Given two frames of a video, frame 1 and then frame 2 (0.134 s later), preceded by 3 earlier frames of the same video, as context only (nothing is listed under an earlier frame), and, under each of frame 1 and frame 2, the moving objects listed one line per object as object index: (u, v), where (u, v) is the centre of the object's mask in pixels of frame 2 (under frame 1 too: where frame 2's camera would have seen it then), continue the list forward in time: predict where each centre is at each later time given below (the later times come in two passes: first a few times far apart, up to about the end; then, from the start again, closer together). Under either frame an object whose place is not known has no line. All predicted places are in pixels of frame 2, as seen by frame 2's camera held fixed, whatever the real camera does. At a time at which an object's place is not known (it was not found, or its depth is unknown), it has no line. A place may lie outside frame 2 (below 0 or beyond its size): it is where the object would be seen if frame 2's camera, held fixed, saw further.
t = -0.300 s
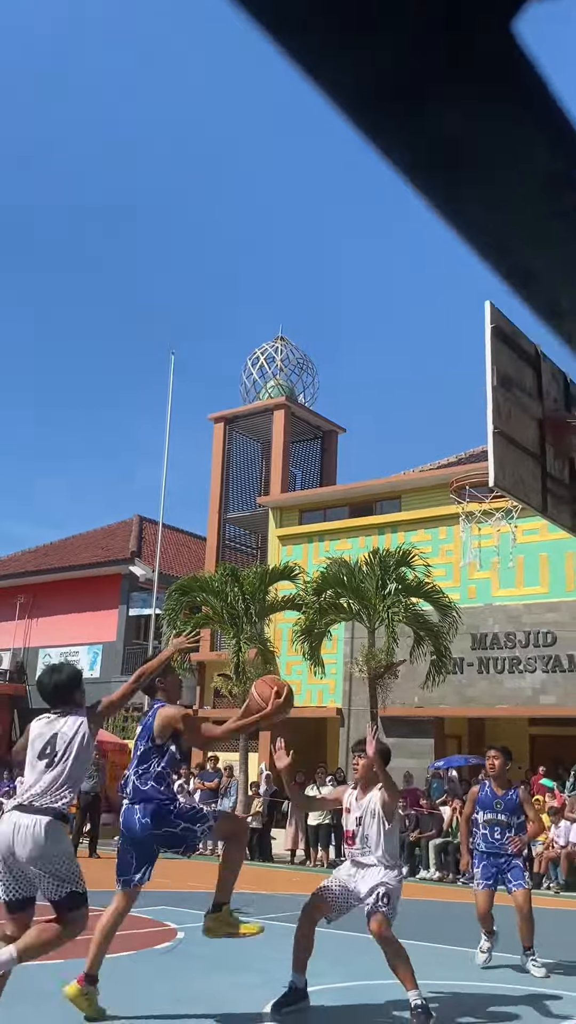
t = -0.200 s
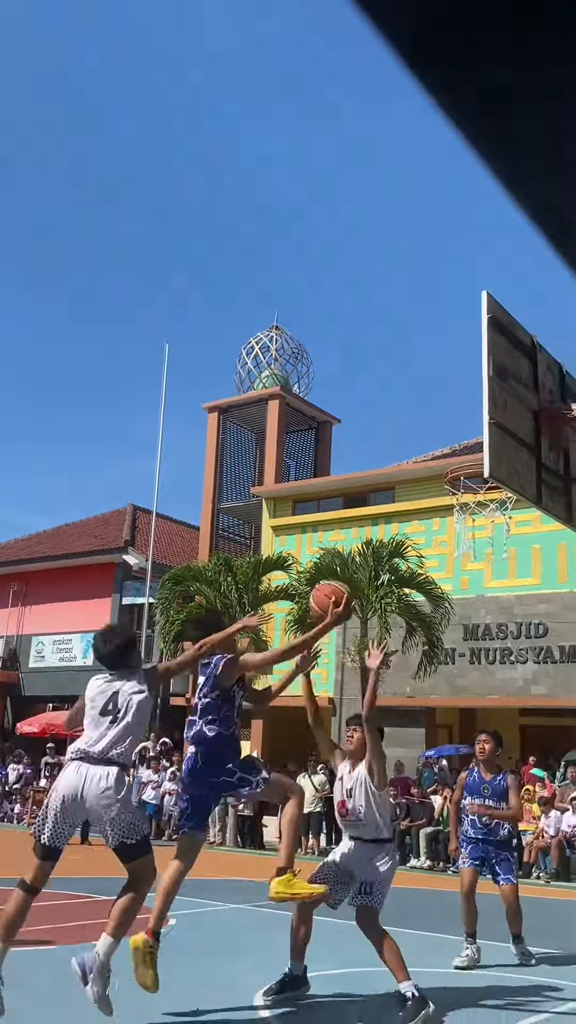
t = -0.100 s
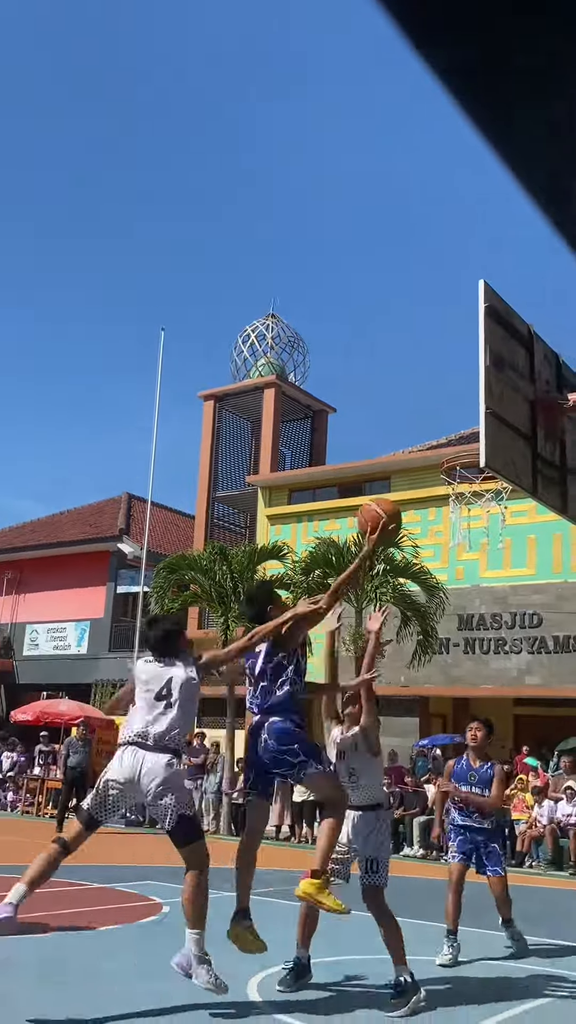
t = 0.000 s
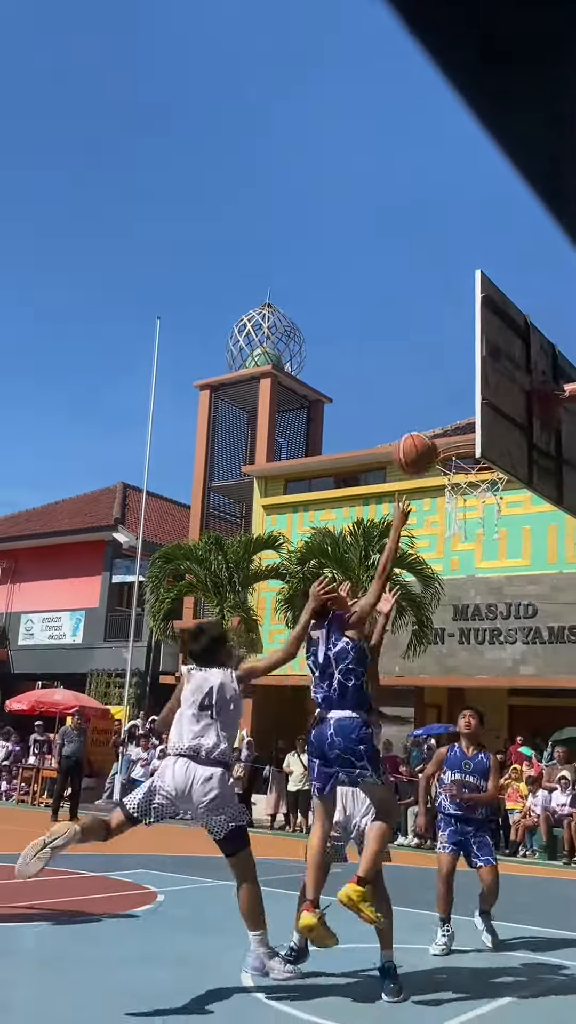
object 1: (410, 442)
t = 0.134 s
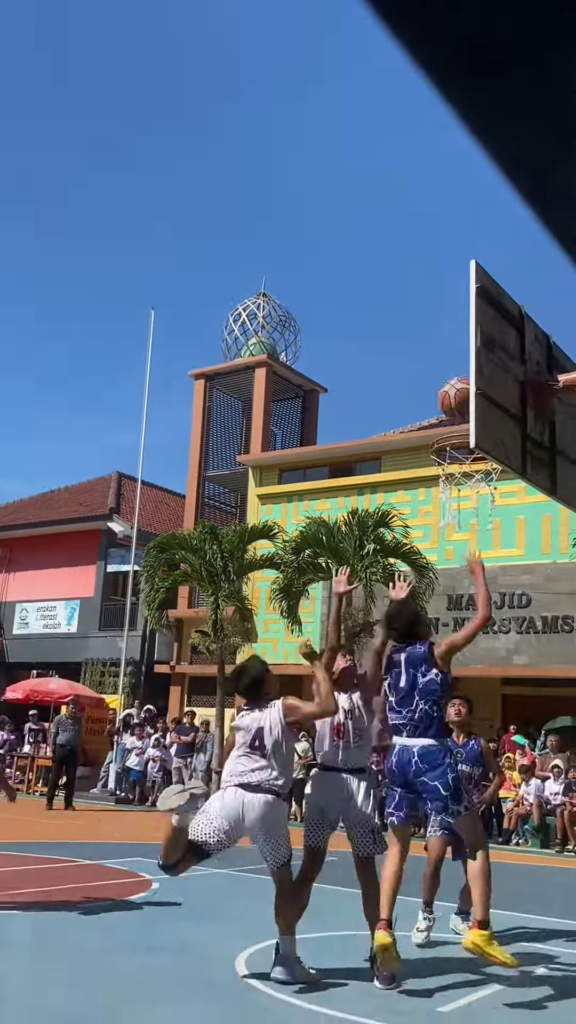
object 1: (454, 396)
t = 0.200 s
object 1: (461, 390)
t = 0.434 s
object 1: (451, 412)
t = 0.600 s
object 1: (436, 408)
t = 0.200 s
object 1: (461, 390)
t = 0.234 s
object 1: (460, 389)
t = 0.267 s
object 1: (458, 390)
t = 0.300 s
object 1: (457, 393)
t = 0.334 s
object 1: (454, 396)
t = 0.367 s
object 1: (453, 401)
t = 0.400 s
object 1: (452, 409)
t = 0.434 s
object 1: (451, 412)
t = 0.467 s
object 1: (449, 408)
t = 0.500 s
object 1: (446, 406)
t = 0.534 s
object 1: (442, 405)
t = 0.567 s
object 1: (439, 406)
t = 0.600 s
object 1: (436, 408)
